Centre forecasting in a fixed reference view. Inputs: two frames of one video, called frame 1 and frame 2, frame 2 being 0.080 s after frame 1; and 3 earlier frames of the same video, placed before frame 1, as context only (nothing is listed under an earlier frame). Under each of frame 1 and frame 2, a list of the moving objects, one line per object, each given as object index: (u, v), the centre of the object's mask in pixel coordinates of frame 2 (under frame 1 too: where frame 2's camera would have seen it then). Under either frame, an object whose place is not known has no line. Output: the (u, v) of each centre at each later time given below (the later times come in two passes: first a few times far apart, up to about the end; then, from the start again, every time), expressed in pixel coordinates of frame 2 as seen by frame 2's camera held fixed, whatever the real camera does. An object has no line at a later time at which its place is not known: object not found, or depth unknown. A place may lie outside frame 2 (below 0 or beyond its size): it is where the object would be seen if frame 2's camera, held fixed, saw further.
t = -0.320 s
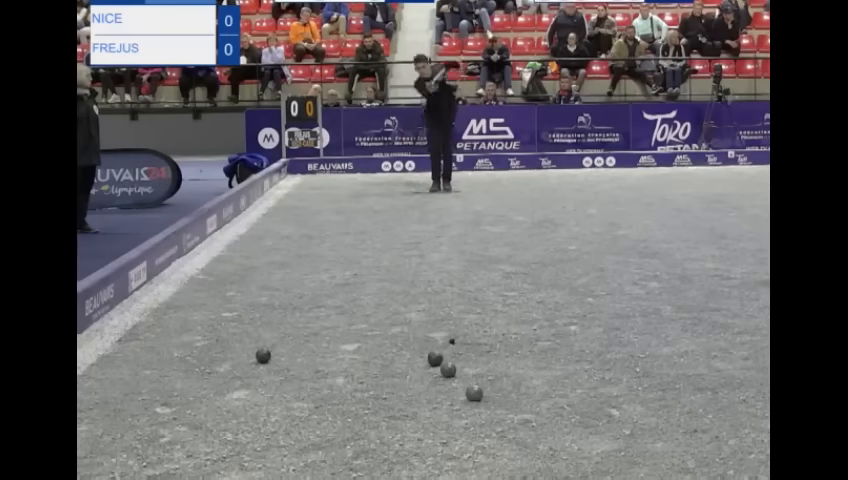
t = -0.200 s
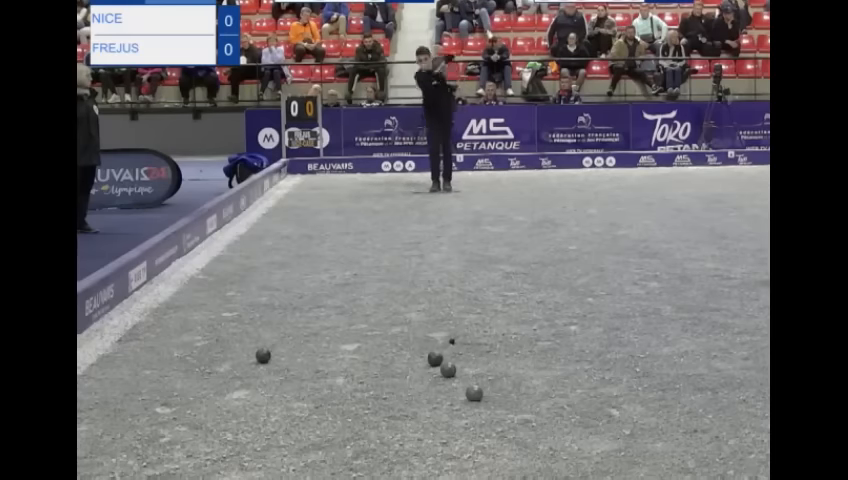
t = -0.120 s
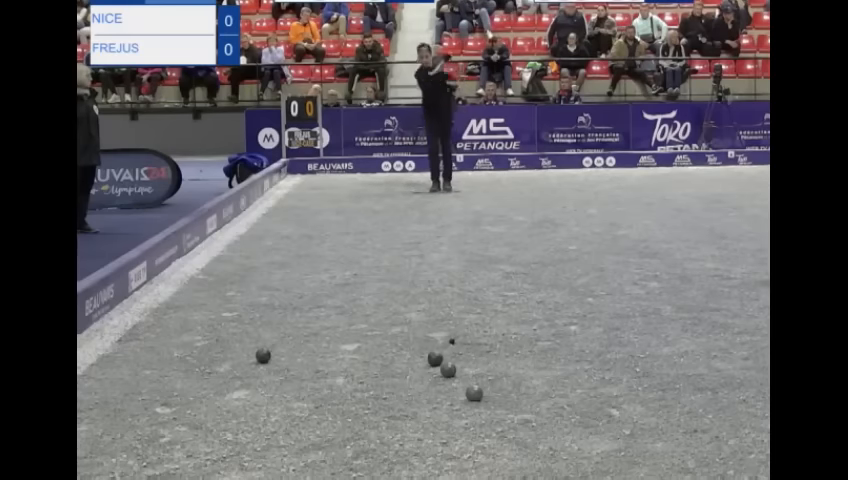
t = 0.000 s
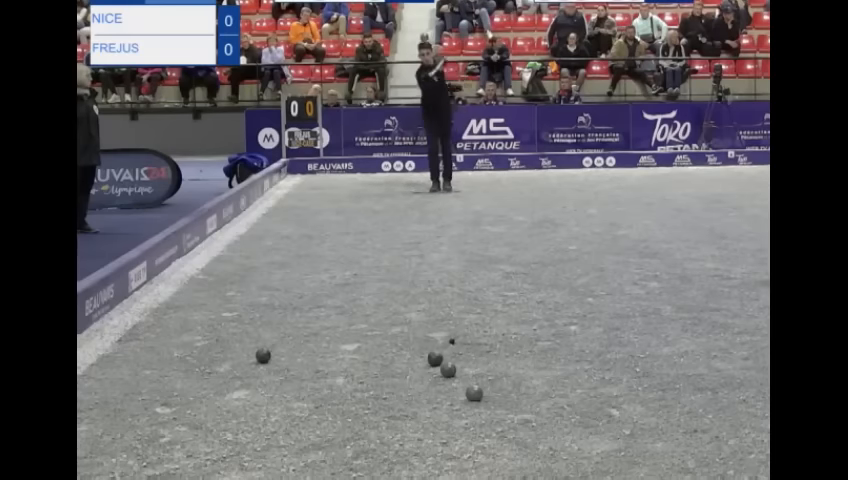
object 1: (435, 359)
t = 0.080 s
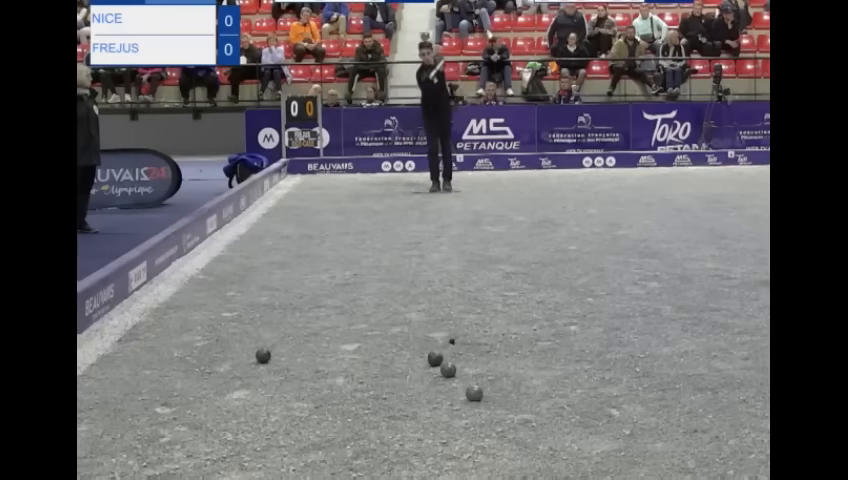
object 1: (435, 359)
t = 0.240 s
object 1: (435, 359)
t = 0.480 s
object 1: (435, 359)
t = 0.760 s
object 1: (396, 397)
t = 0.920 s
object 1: (346, 459)
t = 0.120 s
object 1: (435, 359)
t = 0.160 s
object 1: (435, 359)
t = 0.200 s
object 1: (435, 359)
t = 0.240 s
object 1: (435, 359)
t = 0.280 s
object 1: (435, 359)
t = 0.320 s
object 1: (435, 359)
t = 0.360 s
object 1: (435, 359)
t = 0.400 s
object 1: (435, 359)
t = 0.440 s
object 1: (435, 359)
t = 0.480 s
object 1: (435, 359)
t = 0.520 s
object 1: (435, 359)
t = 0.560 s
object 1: (435, 359)
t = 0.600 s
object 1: (435, 359)
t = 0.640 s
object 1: (428, 364)
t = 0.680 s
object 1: (418, 370)
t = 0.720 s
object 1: (407, 381)
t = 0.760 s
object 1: (396, 397)
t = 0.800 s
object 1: (383, 419)
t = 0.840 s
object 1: (371, 434)
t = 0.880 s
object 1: (359, 443)
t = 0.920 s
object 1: (346, 459)
